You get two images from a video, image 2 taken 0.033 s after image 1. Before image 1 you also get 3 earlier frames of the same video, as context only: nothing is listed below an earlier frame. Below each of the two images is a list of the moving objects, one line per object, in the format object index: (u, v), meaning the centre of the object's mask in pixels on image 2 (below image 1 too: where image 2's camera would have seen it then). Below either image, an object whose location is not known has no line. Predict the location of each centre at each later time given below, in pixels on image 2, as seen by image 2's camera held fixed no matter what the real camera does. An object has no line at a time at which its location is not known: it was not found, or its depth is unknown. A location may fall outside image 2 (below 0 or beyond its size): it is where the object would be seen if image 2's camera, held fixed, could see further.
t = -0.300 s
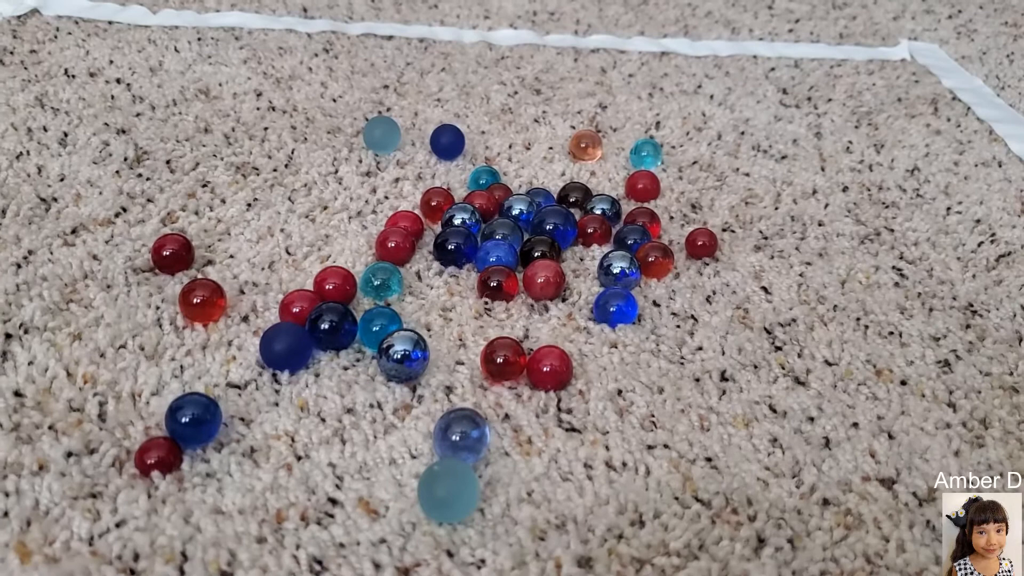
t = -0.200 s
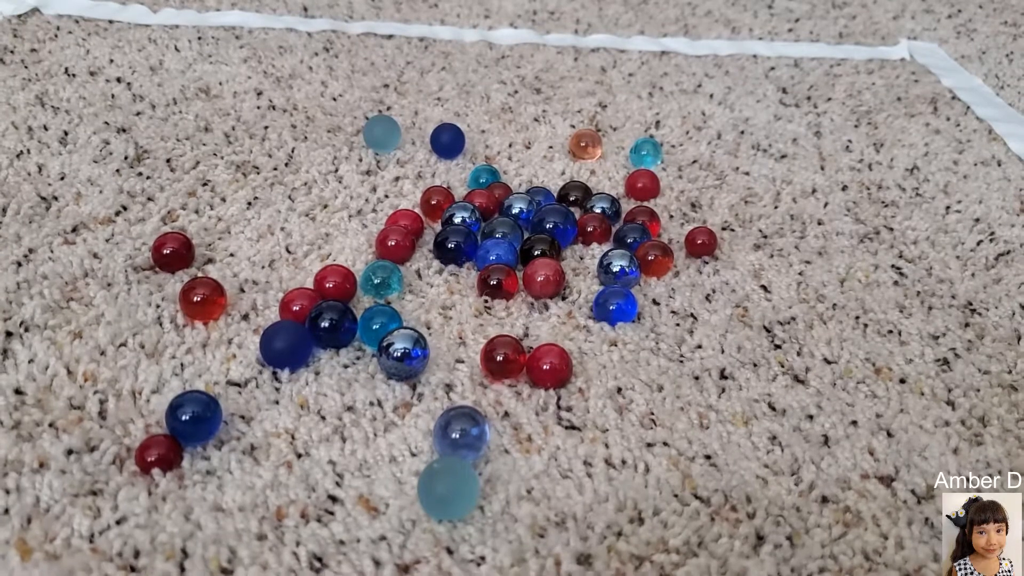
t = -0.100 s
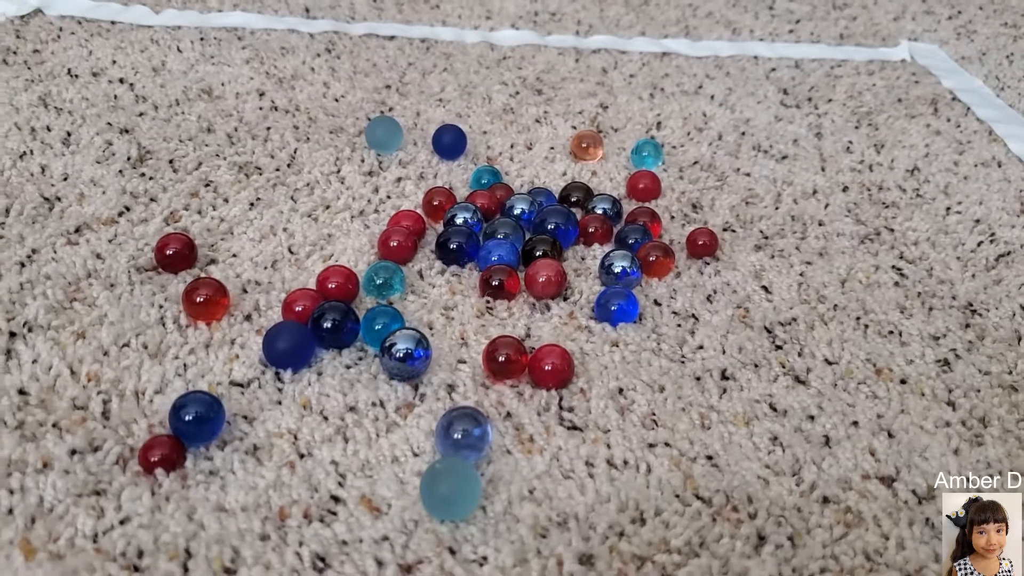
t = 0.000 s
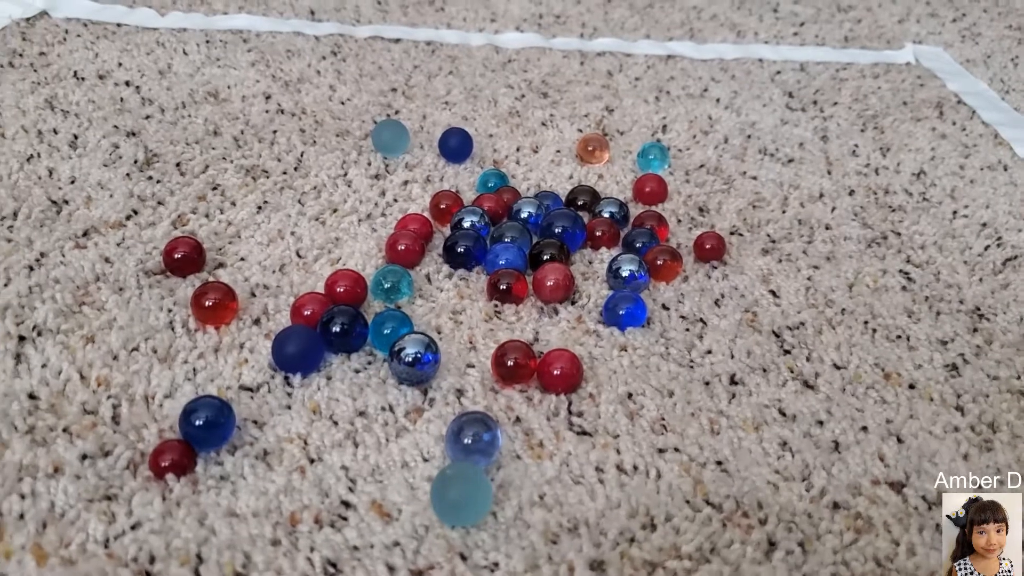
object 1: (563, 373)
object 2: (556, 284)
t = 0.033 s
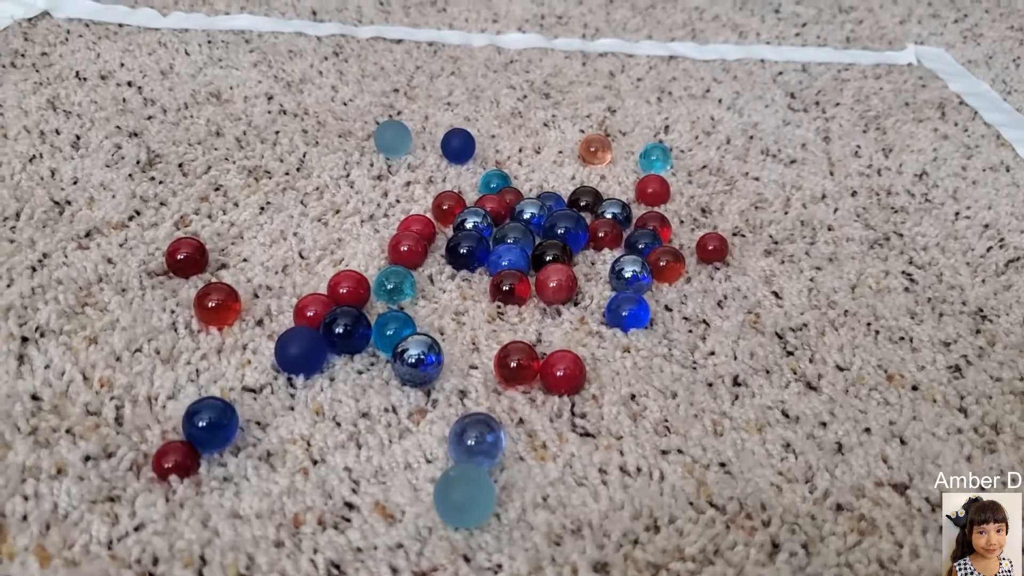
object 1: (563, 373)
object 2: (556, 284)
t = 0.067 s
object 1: (563, 373)
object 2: (556, 284)
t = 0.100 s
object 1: (563, 373)
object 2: (556, 284)
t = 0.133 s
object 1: (563, 373)
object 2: (556, 284)
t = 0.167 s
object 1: (563, 373)
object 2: (565, 315)
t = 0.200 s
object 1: (558, 378)
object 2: (583, 325)
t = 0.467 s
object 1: (514, 476)
